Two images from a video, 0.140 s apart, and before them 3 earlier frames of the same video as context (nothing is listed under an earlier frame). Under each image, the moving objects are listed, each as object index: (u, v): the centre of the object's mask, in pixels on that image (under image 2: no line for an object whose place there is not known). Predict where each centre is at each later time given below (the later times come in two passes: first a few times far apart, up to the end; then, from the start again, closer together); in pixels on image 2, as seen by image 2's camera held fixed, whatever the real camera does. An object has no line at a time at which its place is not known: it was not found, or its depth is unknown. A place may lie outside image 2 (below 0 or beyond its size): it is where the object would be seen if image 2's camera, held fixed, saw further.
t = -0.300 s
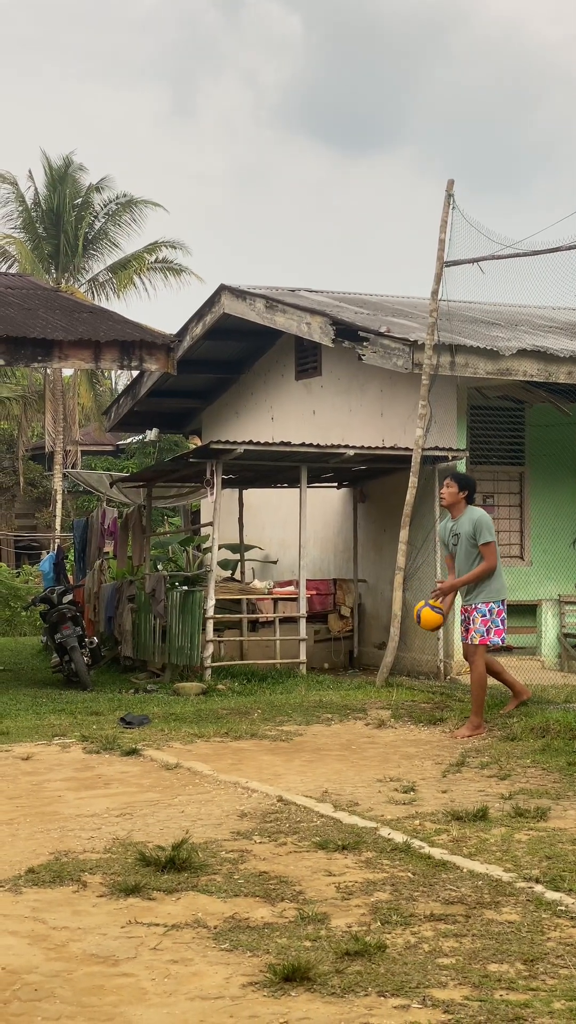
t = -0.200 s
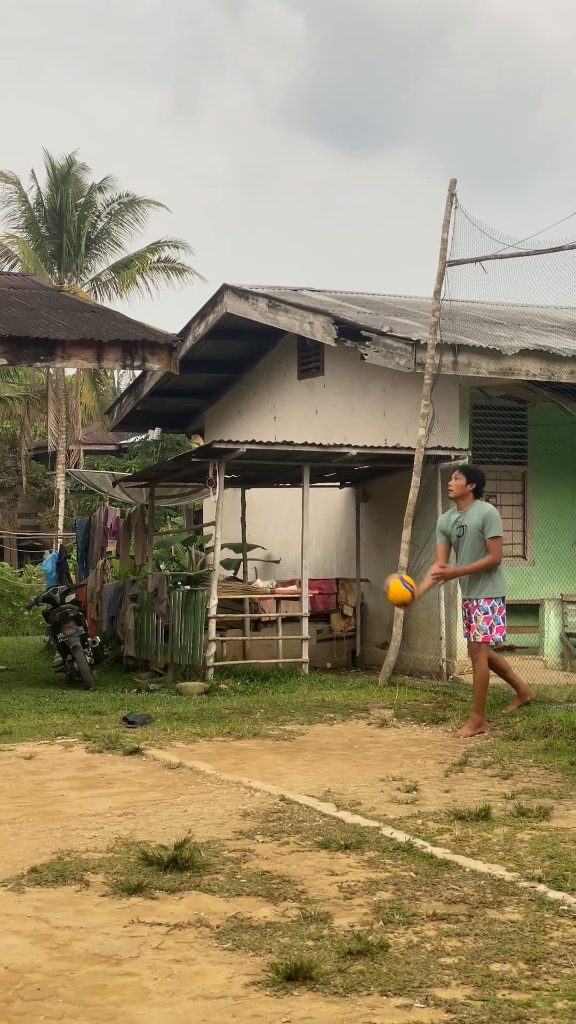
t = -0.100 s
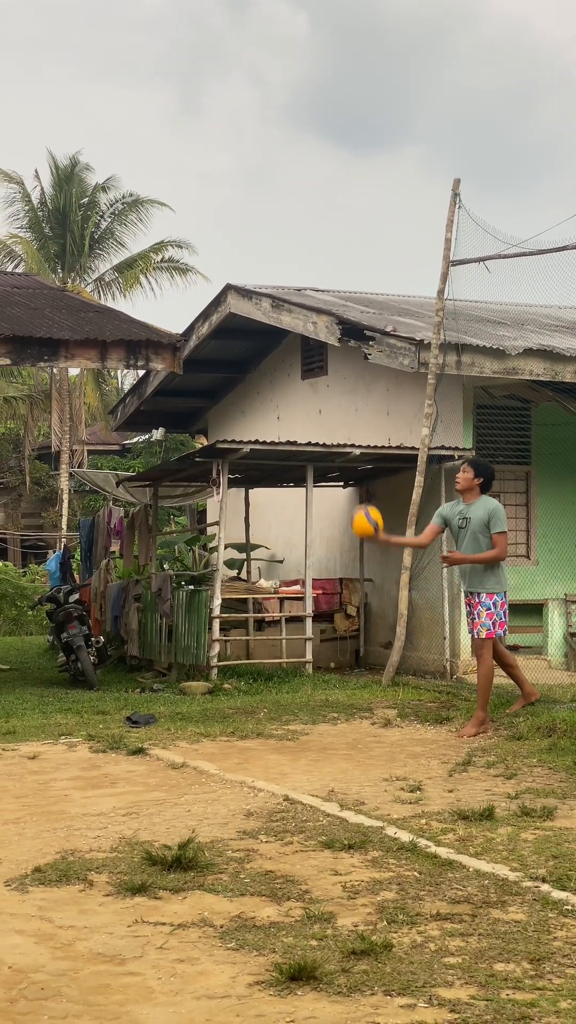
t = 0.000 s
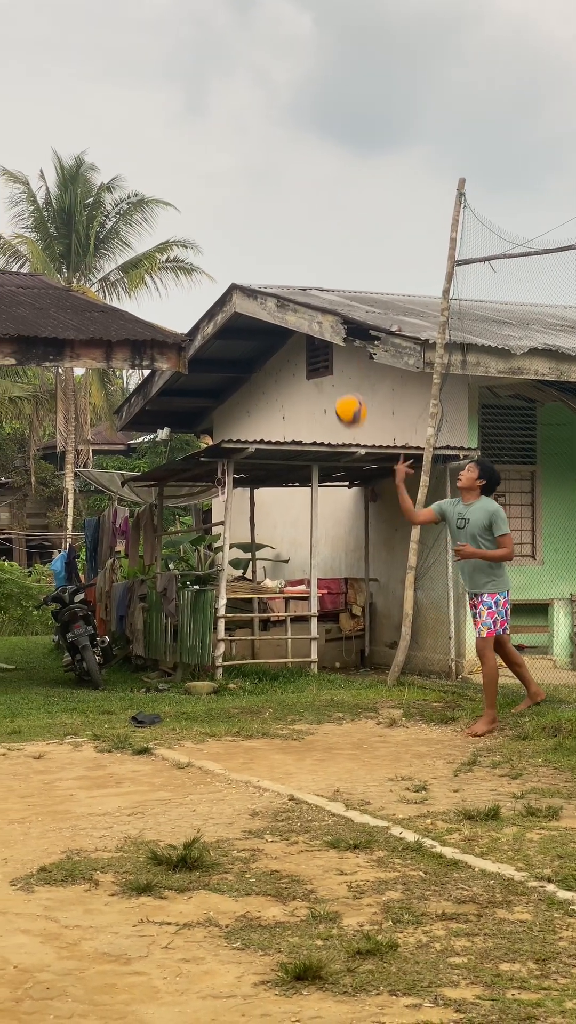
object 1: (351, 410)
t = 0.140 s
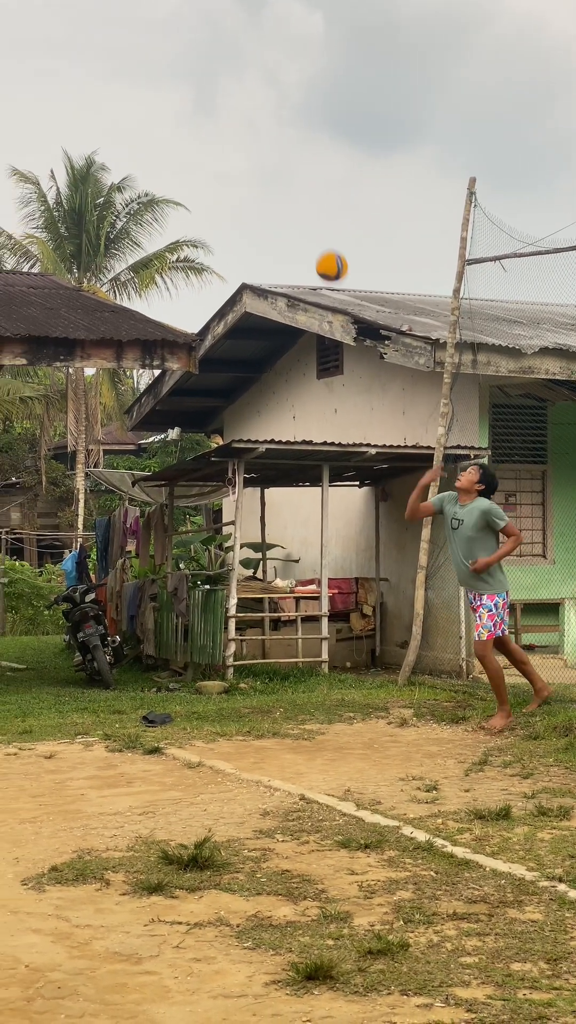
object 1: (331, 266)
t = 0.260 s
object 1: (308, 179)
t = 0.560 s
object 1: (246, 44)
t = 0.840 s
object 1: (187, 42)
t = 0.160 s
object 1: (328, 253)
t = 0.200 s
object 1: (322, 226)
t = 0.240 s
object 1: (311, 190)
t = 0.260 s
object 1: (308, 179)
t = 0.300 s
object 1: (301, 158)
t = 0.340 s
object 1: (290, 129)
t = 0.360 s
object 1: (287, 120)
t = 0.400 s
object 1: (280, 103)
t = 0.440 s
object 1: (269, 81)
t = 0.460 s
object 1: (266, 74)
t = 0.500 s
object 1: (259, 63)
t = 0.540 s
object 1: (249, 48)
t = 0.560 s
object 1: (246, 44)
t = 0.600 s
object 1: (239, 37)
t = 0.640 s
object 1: (228, 30)
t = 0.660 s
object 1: (225, 29)
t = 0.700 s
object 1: (218, 27)
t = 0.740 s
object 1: (208, 28)
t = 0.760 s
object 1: (205, 29)
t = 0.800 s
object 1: (197, 33)
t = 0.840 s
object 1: (187, 42)
